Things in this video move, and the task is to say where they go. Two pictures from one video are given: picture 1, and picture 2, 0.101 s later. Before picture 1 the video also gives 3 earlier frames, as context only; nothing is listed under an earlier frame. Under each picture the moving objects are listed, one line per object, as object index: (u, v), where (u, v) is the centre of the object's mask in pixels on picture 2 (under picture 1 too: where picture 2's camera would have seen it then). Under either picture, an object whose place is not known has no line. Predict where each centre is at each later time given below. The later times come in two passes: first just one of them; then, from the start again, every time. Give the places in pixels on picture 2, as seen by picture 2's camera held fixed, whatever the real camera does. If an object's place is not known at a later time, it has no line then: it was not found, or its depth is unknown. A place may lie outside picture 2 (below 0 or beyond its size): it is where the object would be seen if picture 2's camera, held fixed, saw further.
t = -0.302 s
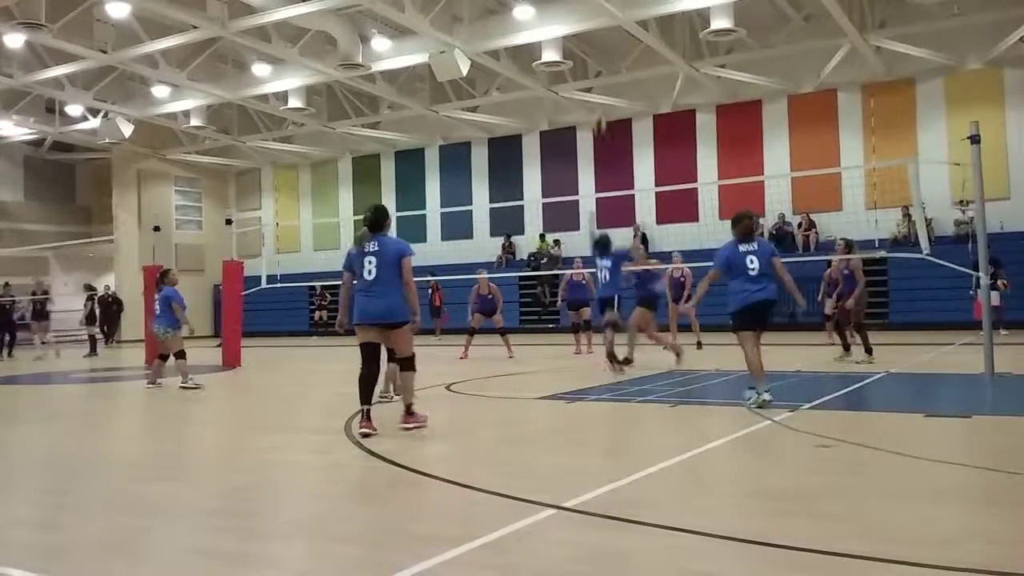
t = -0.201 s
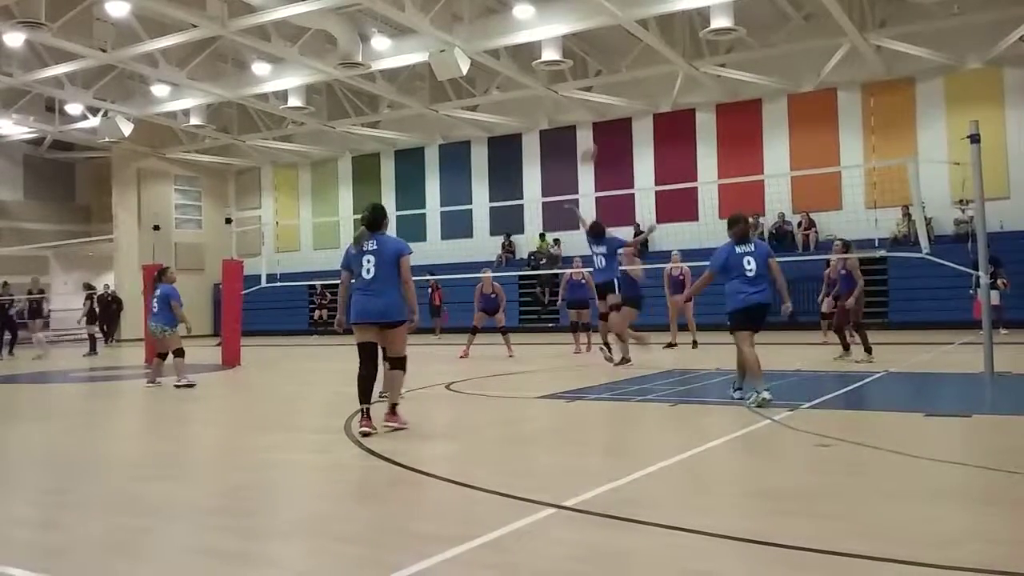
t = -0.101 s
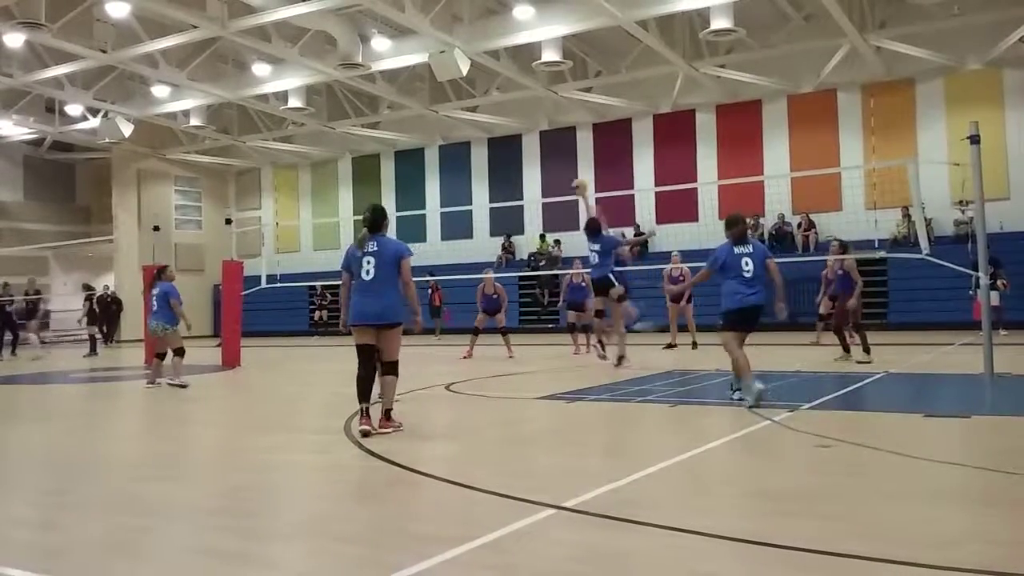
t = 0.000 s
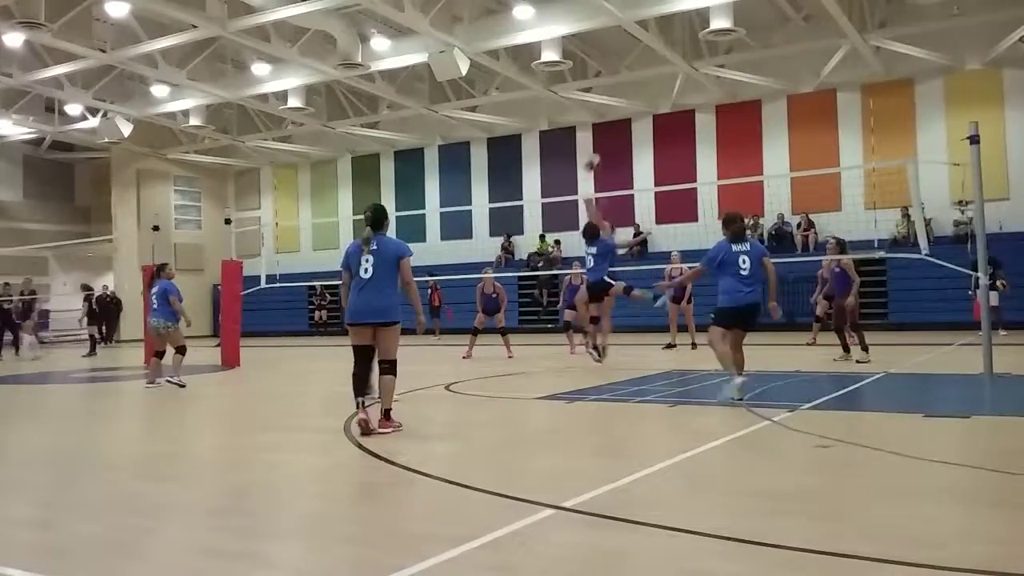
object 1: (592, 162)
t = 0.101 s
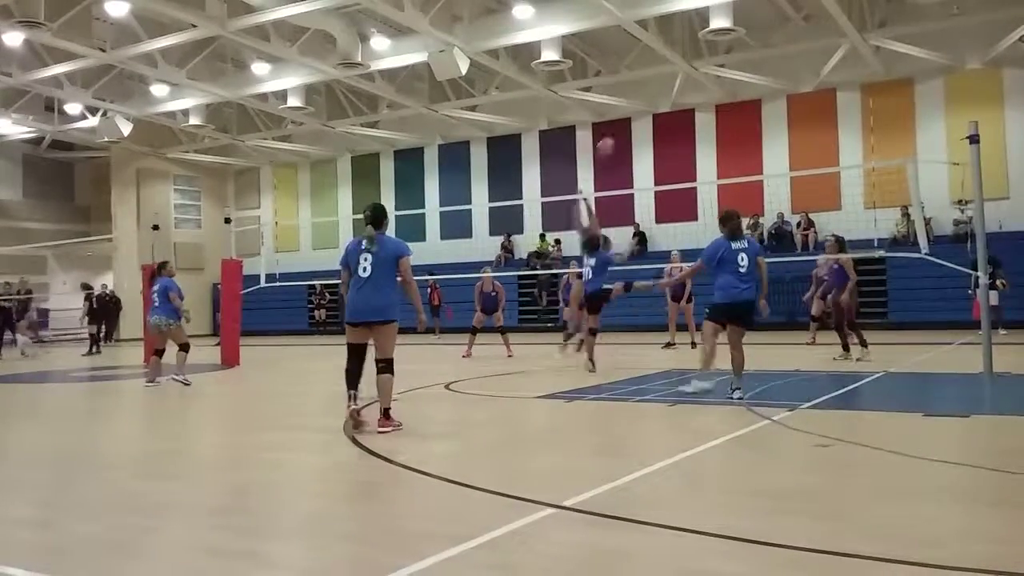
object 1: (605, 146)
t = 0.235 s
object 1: (623, 135)
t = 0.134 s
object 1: (610, 143)
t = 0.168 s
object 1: (615, 140)
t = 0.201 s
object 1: (618, 137)
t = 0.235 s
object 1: (623, 135)
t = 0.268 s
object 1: (626, 136)
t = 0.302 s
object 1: (630, 137)
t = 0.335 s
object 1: (635, 138)
